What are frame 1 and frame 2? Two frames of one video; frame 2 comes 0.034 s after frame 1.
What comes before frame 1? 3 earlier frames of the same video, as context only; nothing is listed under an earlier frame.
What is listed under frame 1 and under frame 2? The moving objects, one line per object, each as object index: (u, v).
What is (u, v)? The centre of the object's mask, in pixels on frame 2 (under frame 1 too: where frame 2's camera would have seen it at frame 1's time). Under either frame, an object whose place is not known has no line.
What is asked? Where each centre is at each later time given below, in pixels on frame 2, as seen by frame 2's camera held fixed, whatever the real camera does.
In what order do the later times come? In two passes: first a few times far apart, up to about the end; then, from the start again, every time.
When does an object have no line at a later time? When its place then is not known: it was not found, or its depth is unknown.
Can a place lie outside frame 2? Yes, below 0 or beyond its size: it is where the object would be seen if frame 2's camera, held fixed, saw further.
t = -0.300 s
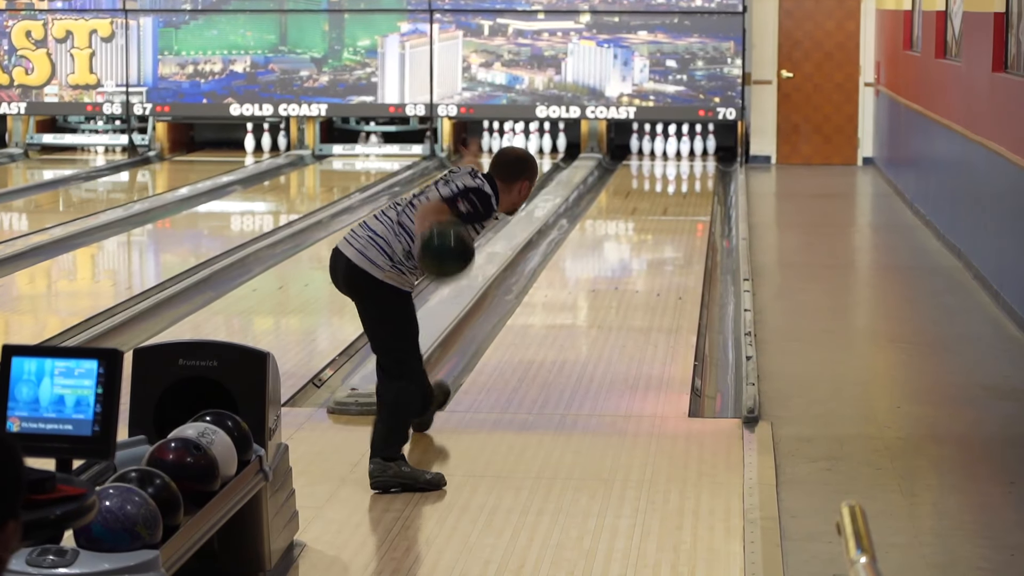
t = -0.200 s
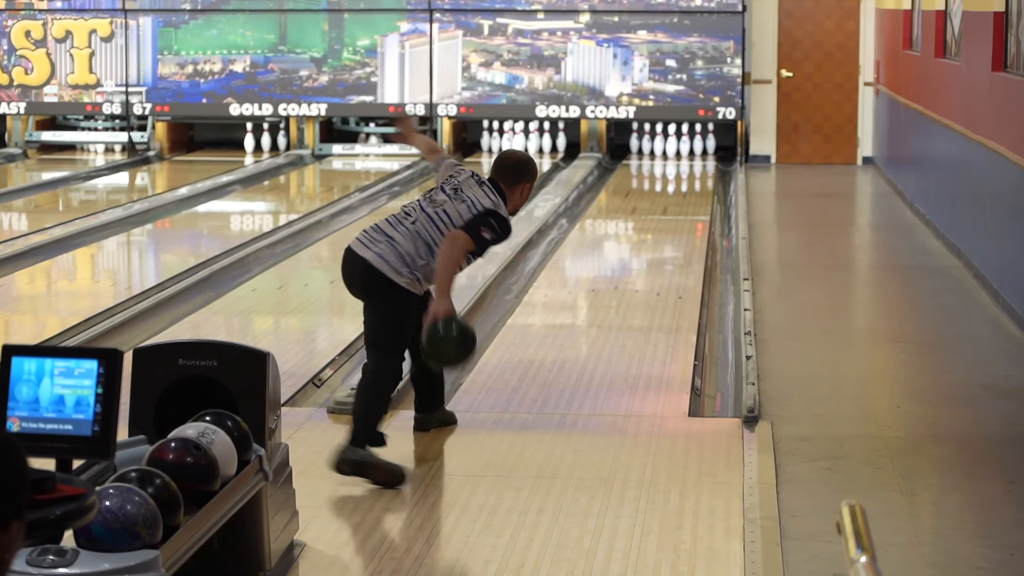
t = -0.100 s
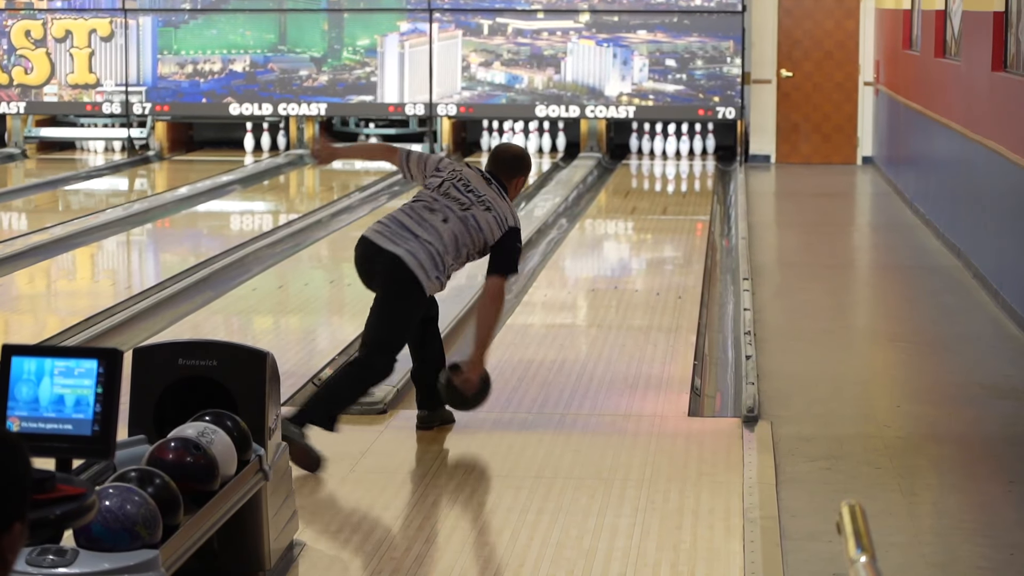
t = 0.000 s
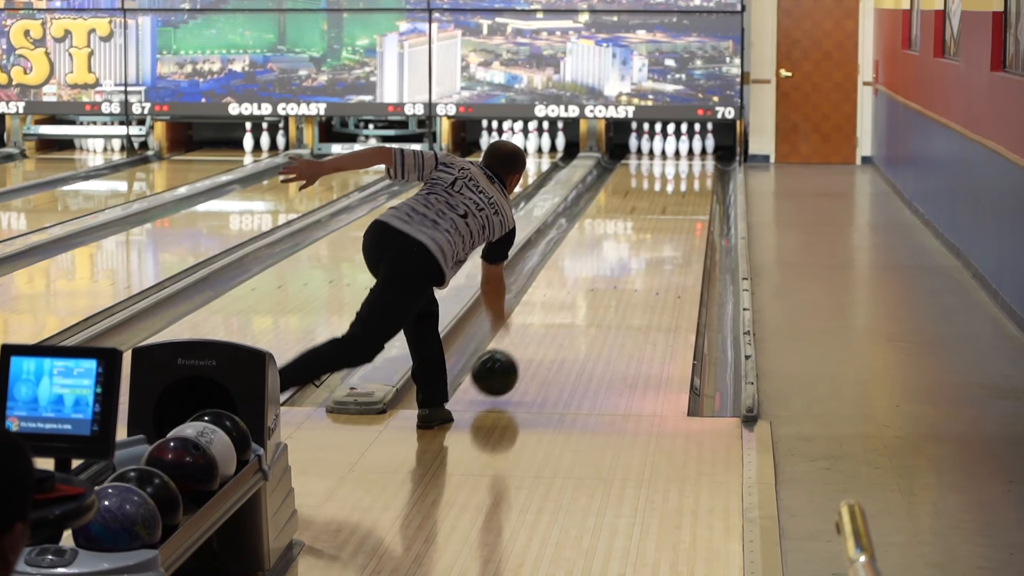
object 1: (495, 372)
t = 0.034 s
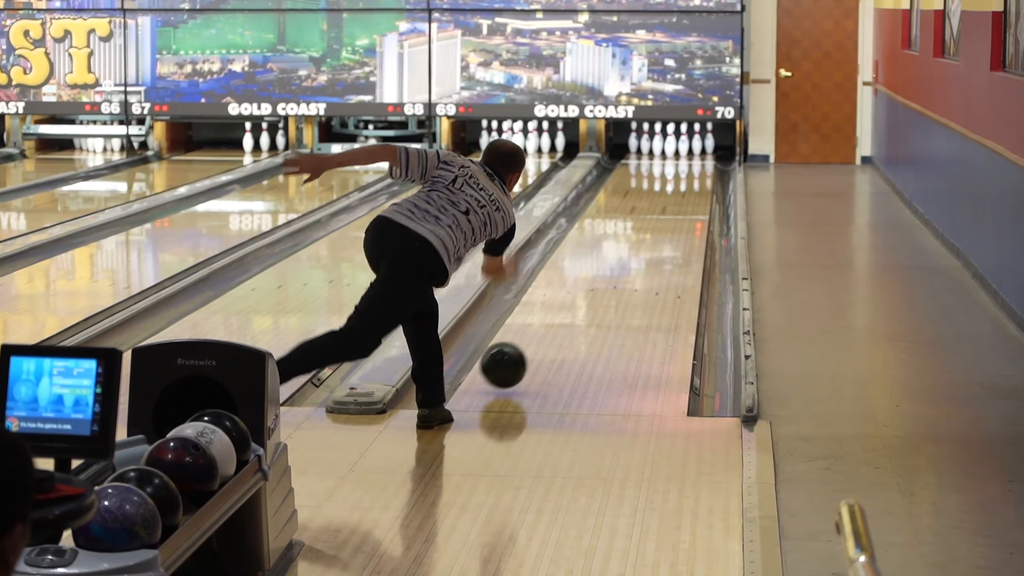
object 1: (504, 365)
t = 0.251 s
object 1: (552, 318)
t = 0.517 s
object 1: (595, 273)
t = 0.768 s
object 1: (625, 241)
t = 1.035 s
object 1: (648, 216)
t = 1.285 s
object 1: (665, 197)
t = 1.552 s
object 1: (678, 181)
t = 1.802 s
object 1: (683, 168)
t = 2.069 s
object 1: (680, 156)
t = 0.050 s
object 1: (508, 362)
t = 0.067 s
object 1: (512, 360)
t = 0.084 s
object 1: (516, 356)
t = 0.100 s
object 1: (520, 352)
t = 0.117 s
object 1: (524, 348)
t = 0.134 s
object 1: (528, 344)
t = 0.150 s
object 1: (532, 340)
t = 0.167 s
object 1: (535, 336)
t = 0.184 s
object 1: (539, 332)
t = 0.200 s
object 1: (542, 329)
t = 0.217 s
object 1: (546, 325)
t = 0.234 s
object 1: (549, 322)
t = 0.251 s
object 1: (552, 318)
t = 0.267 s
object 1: (555, 315)
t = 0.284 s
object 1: (558, 312)
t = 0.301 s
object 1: (561, 308)
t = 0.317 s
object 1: (564, 305)
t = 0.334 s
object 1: (567, 303)
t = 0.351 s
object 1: (570, 300)
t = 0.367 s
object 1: (573, 297)
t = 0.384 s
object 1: (576, 294)
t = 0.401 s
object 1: (578, 291)
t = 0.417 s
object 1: (581, 289)
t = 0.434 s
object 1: (583, 286)
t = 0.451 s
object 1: (586, 283)
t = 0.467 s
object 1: (588, 281)
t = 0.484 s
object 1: (591, 278)
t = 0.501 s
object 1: (593, 276)
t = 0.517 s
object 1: (595, 273)
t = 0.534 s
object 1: (597, 271)
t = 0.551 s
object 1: (600, 268)
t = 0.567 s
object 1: (602, 266)
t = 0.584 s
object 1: (604, 263)
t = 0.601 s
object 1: (606, 261)
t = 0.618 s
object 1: (608, 259)
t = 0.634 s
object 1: (610, 257)
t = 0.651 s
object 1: (612, 254)
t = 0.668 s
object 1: (614, 252)
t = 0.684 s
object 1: (616, 250)
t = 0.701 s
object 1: (618, 248)
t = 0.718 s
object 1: (619, 246)
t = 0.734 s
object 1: (621, 244)
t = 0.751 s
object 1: (623, 243)
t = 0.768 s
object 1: (625, 241)
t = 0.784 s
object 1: (626, 239)
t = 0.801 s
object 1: (628, 238)
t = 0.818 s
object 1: (630, 236)
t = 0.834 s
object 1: (631, 234)
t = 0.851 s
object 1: (633, 233)
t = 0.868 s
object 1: (634, 231)
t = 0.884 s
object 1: (636, 229)
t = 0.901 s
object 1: (637, 228)
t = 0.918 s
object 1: (639, 226)
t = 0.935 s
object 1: (640, 225)
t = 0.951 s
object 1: (642, 223)
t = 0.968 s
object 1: (643, 222)
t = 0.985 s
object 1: (644, 220)
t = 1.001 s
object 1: (646, 219)
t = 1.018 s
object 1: (647, 217)
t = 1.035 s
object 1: (648, 216)
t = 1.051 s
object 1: (649, 215)
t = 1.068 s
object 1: (651, 213)
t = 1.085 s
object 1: (652, 212)
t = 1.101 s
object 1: (653, 211)
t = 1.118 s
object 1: (654, 209)
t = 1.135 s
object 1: (655, 208)
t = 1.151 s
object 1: (657, 207)
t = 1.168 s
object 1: (658, 206)
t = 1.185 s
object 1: (659, 204)
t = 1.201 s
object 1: (660, 203)
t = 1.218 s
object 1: (661, 202)
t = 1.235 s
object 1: (662, 201)
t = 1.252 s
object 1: (663, 200)
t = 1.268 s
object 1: (664, 199)
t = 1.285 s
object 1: (665, 197)
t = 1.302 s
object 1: (666, 196)
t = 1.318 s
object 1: (667, 195)
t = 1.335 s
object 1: (668, 194)
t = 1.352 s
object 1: (669, 193)
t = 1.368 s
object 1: (669, 192)
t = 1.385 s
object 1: (670, 191)
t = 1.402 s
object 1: (671, 190)
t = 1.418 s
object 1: (672, 189)
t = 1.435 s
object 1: (673, 188)
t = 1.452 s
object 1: (674, 187)
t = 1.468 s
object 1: (674, 186)
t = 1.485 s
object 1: (675, 185)
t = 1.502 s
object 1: (676, 184)
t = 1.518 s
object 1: (676, 183)
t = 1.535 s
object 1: (677, 182)
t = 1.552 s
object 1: (678, 181)
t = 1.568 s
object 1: (678, 180)
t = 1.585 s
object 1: (679, 179)
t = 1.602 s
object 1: (680, 178)
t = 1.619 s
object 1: (680, 177)
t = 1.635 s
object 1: (680, 176)
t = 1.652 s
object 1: (681, 175)
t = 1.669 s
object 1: (681, 174)
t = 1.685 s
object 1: (681, 174)
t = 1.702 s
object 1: (682, 173)
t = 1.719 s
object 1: (682, 172)
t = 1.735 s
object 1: (682, 171)
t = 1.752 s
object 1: (682, 170)
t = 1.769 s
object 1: (683, 169)
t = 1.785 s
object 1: (683, 169)
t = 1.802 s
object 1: (683, 168)
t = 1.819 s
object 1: (683, 167)
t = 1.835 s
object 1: (683, 167)
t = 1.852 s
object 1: (683, 166)
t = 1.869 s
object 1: (683, 165)
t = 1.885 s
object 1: (683, 164)
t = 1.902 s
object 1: (683, 164)
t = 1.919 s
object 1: (683, 163)
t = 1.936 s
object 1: (683, 162)
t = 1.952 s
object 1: (682, 161)
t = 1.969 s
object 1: (682, 161)
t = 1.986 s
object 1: (682, 160)
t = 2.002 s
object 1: (682, 159)
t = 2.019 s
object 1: (681, 158)
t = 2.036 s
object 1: (681, 158)
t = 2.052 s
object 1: (681, 157)
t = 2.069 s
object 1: (680, 156)
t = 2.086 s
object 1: (679, 156)
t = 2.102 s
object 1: (679, 155)
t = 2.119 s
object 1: (679, 154)
